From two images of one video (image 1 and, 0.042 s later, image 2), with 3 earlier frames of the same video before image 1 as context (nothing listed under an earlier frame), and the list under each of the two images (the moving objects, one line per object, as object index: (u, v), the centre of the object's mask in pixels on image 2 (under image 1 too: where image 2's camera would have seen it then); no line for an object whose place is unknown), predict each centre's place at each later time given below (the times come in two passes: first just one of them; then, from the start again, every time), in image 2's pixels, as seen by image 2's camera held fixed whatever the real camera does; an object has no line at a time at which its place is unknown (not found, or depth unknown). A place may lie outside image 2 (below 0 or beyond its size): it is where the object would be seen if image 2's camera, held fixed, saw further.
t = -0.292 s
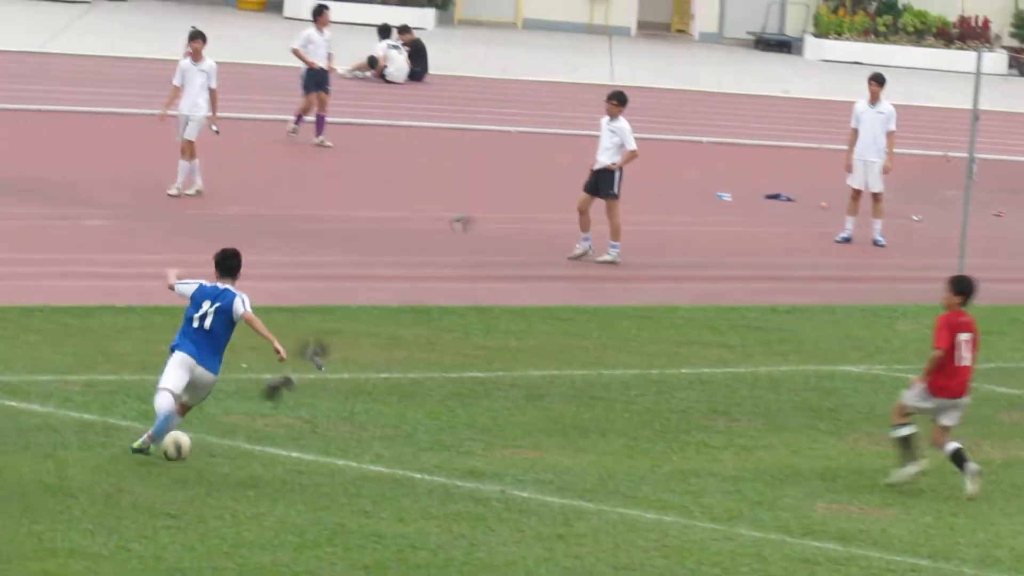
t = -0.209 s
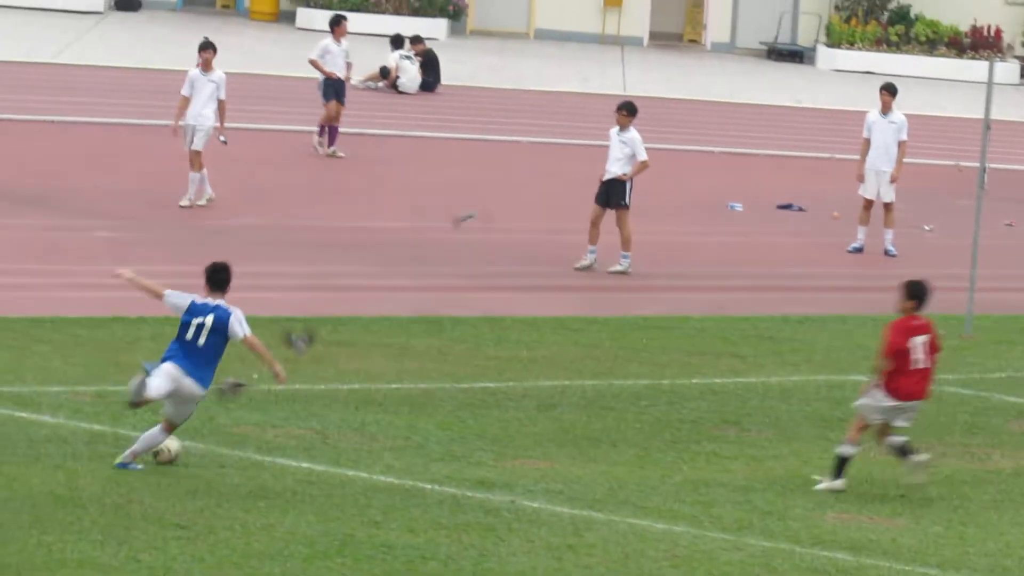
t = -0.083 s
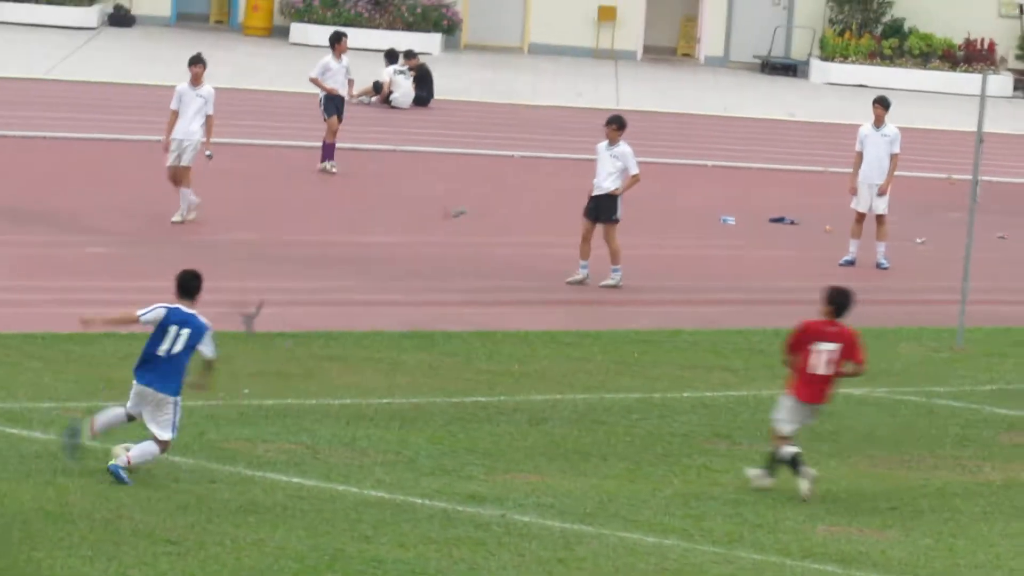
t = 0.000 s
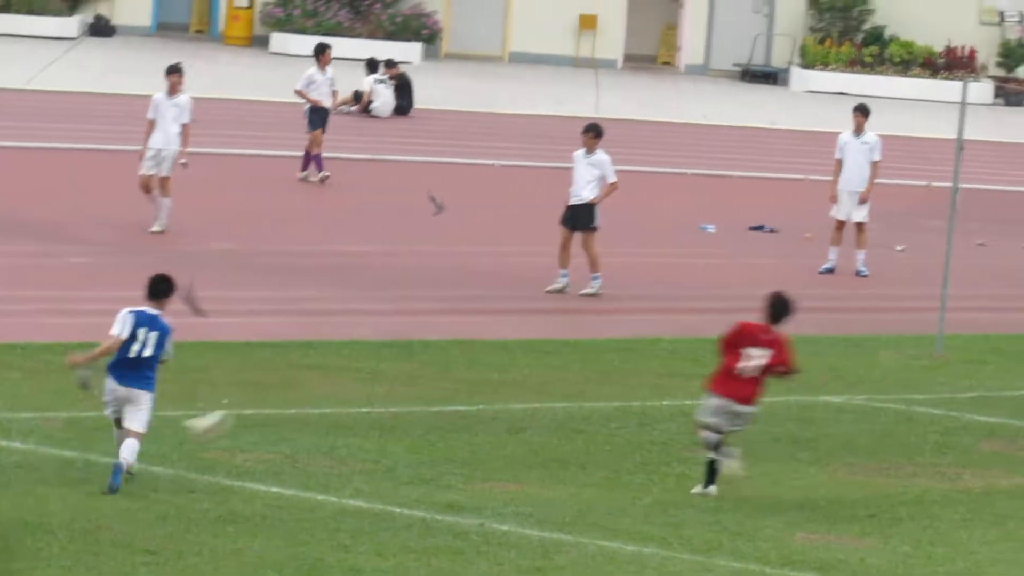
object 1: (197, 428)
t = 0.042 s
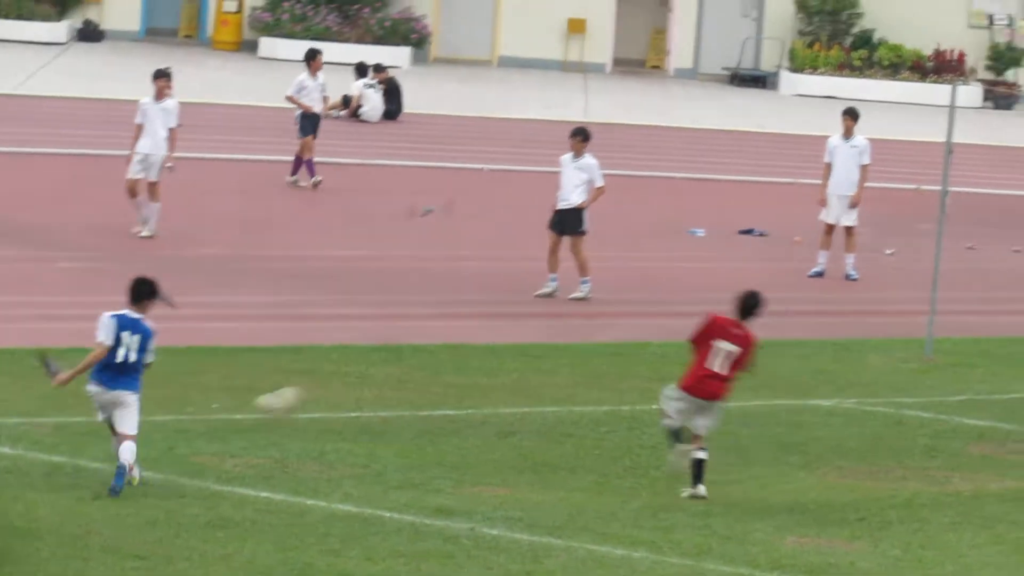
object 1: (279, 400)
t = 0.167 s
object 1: (509, 328)
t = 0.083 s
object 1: (358, 372)
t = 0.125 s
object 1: (436, 350)
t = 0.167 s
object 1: (509, 328)
